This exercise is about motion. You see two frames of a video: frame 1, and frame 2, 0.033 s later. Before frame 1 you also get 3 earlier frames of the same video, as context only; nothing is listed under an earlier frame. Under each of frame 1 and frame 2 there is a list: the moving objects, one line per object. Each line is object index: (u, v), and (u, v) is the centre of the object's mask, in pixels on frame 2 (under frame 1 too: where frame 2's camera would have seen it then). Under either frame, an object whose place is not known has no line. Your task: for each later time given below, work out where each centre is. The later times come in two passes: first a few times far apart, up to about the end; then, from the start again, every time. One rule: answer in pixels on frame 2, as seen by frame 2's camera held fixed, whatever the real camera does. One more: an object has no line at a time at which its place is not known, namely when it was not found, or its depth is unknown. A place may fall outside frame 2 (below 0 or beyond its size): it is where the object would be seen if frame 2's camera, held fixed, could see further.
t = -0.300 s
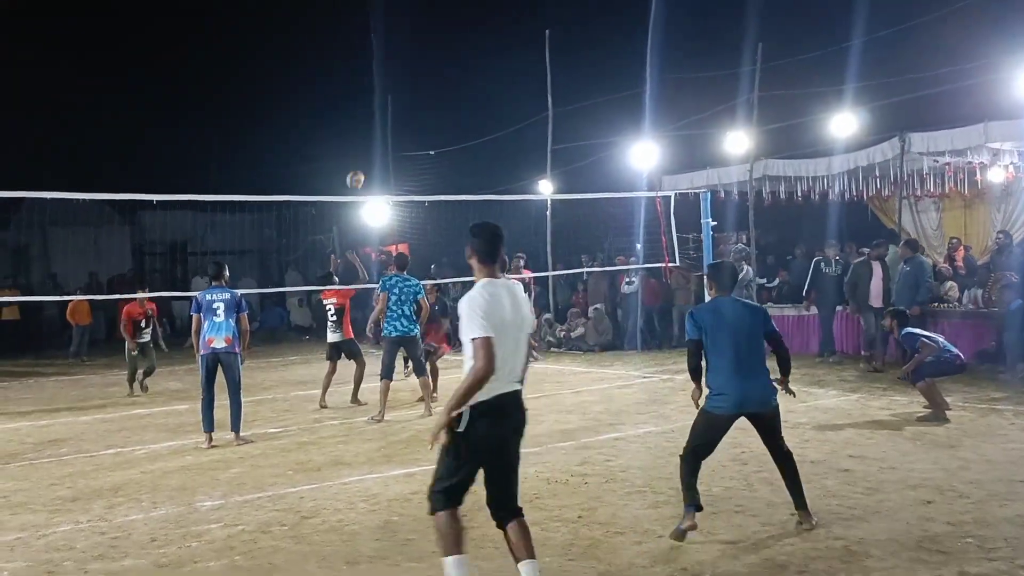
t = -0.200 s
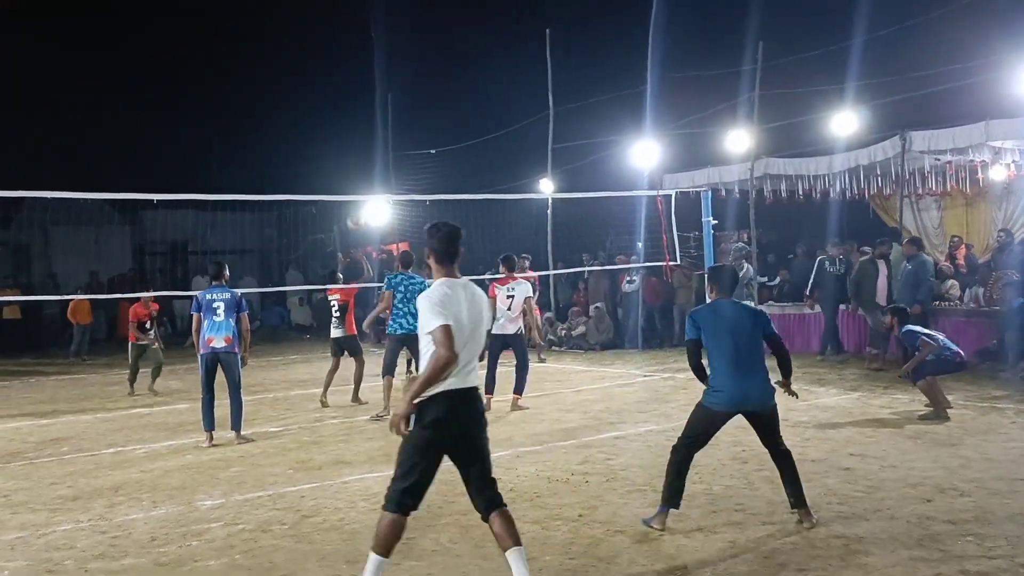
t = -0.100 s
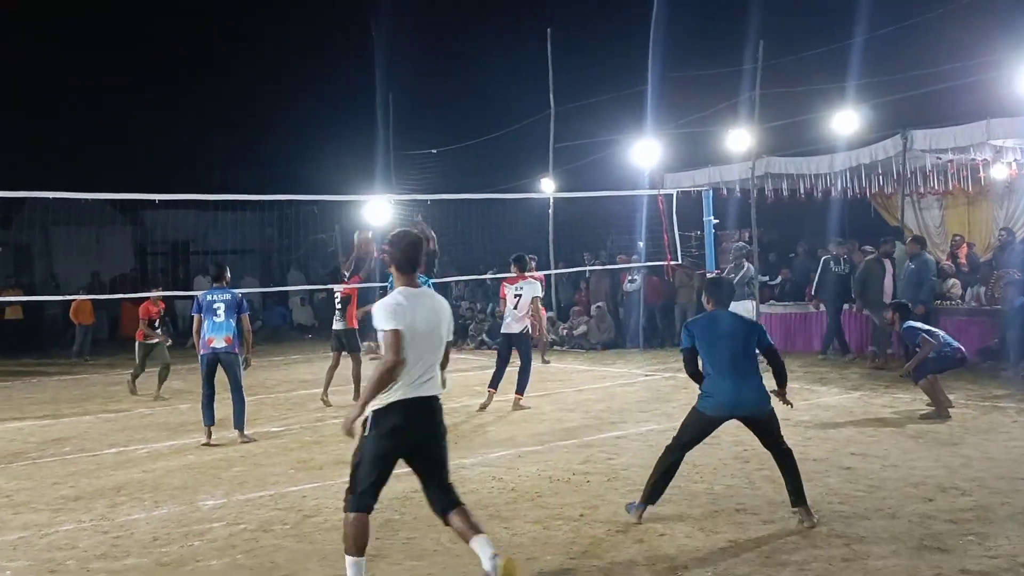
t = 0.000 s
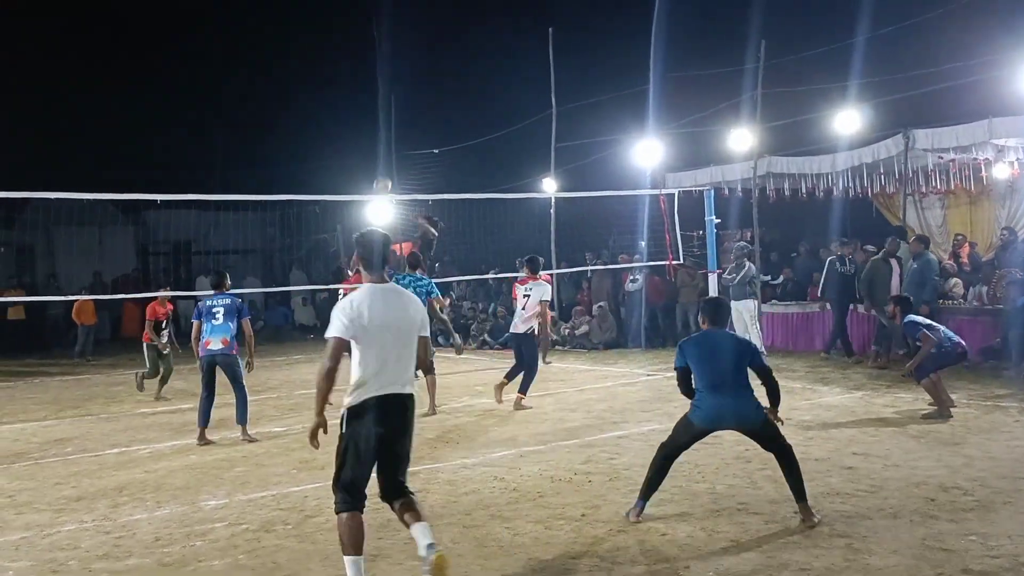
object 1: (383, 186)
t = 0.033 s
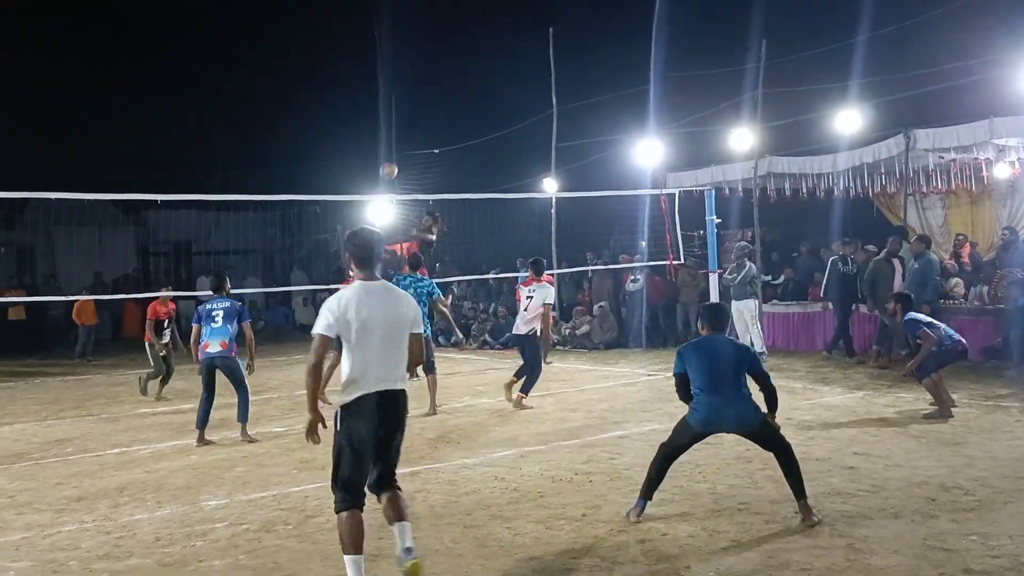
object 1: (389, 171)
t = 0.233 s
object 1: (424, 103)
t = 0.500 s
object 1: (468, 66)
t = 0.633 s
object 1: (490, 68)
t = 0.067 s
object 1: (394, 157)
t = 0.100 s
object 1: (400, 145)
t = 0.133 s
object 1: (406, 133)
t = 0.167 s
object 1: (412, 122)
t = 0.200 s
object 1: (418, 112)
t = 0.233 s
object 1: (424, 103)
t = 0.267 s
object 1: (429, 96)
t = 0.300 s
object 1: (435, 89)
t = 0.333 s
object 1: (440, 83)
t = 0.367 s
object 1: (446, 77)
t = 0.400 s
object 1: (451, 73)
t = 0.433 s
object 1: (457, 70)
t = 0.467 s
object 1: (462, 67)
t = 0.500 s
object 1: (468, 66)
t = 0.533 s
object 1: (473, 65)
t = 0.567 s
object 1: (479, 65)
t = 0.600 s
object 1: (485, 66)
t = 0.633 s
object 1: (490, 68)
